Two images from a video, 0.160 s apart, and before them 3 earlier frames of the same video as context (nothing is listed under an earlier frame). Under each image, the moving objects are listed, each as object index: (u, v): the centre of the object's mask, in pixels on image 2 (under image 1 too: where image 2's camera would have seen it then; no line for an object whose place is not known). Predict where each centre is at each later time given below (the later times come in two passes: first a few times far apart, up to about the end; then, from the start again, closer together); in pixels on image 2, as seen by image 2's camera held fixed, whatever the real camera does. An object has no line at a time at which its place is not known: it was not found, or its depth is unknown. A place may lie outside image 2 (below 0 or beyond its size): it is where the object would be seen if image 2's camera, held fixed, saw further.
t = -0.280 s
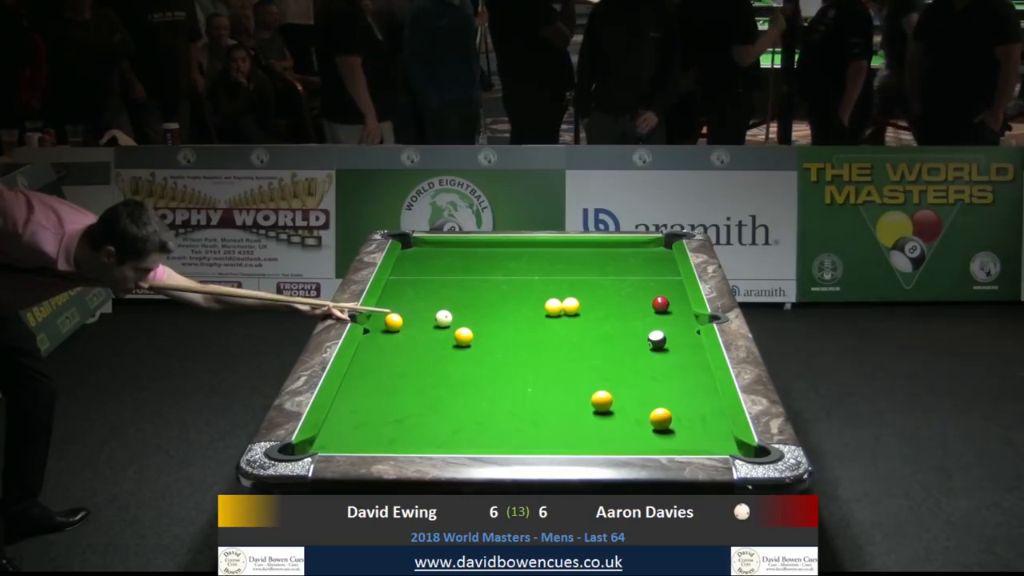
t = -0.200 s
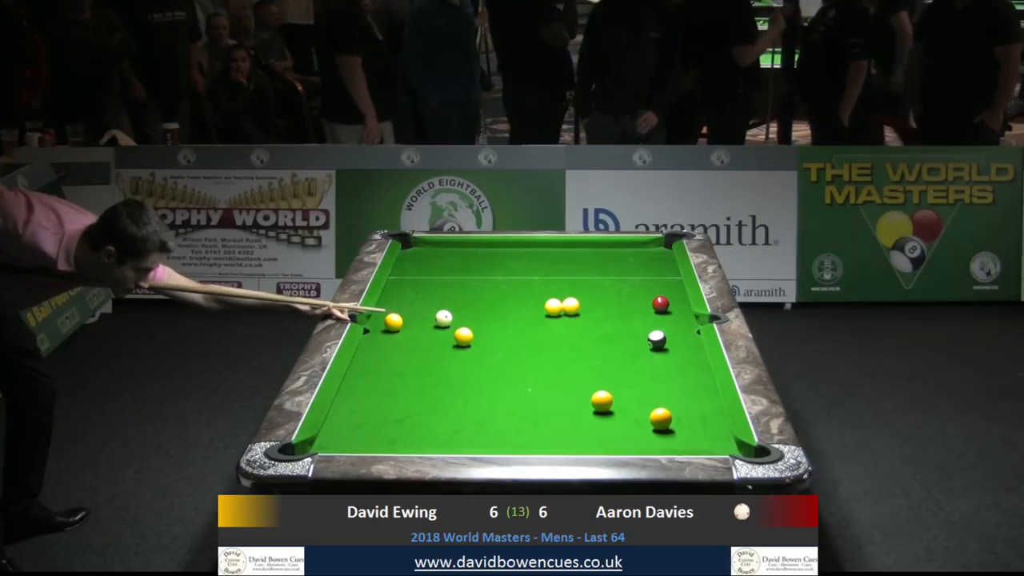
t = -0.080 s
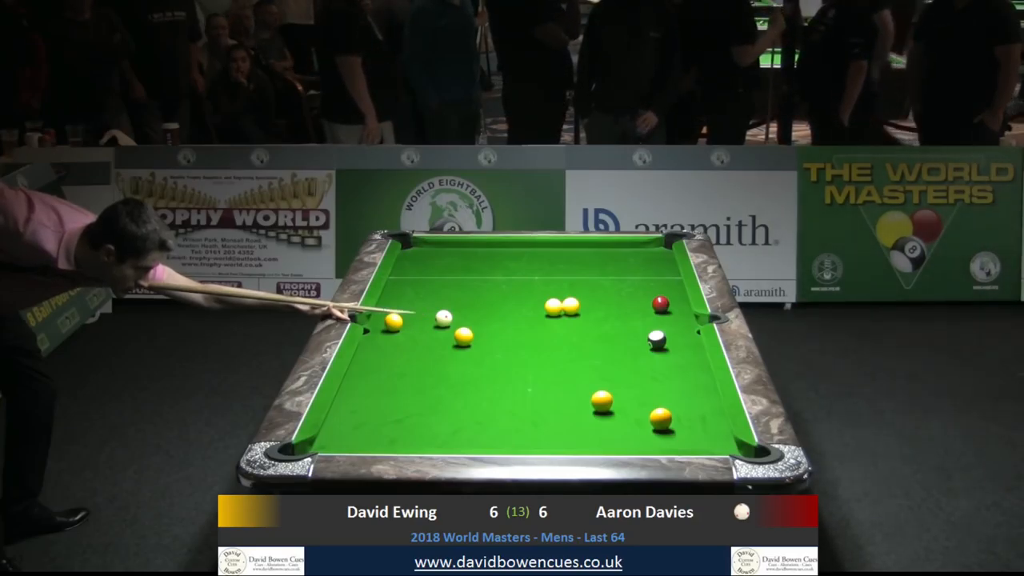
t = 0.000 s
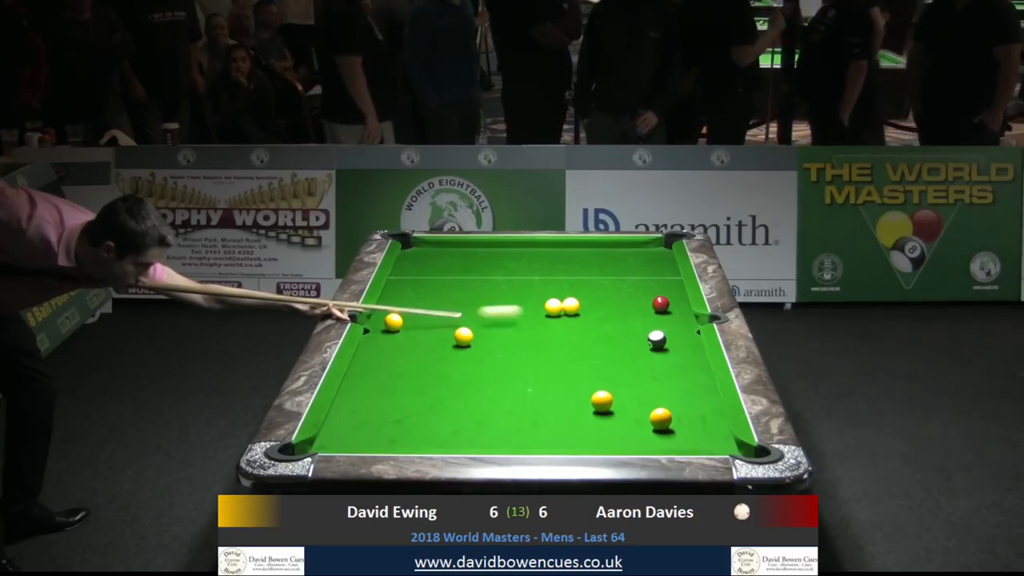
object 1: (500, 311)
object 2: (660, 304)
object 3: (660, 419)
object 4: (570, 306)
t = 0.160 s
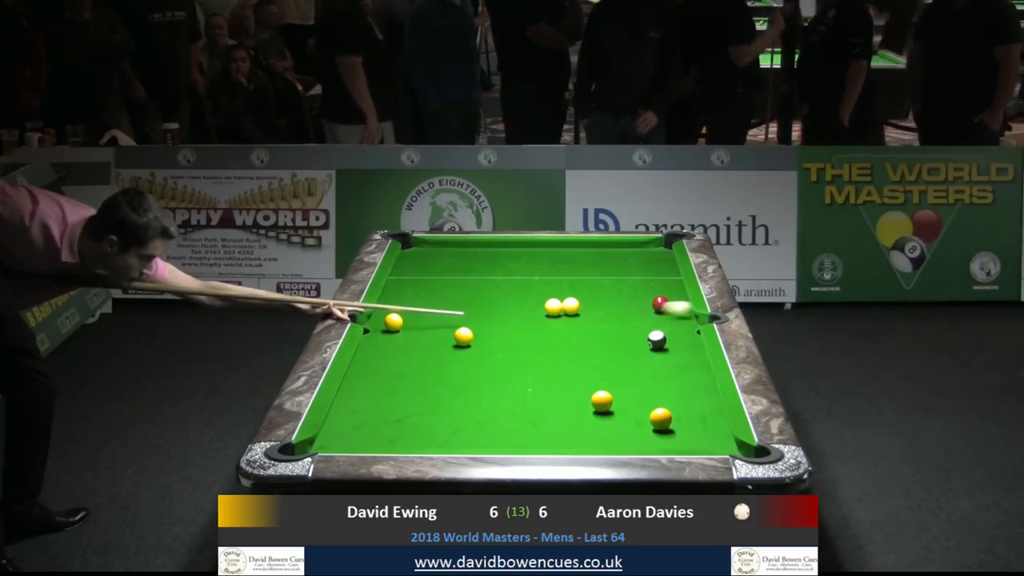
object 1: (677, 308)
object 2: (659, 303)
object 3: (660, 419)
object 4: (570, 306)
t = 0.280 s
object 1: (637, 317)
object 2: (630, 295)
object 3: (660, 419)
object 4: (570, 306)
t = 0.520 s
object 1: (556, 335)
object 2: (576, 279)
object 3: (660, 419)
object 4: (570, 306)
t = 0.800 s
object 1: (461, 355)
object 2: (521, 262)
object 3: (660, 419)
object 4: (570, 306)
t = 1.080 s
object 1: (361, 375)
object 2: (471, 247)
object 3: (660, 419)
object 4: (570, 306)
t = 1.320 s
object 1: (398, 393)
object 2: (436, 249)
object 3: (660, 418)
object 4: (570, 306)
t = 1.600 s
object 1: (457, 414)
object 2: (409, 257)
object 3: (660, 418)
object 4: (570, 306)
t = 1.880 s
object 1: (519, 436)
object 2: (430, 266)
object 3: (660, 418)
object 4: (570, 306)
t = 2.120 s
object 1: (572, 443)
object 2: (448, 273)
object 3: (660, 418)
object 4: (570, 306)
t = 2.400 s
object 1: (623, 435)
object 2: (468, 281)
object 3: (660, 418)
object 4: (570, 306)
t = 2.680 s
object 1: (662, 427)
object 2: (488, 288)
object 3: (667, 412)
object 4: (570, 306)
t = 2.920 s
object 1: (683, 428)
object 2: (504, 295)
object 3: (677, 408)
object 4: (570, 306)
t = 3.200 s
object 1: (705, 428)
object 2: (523, 301)
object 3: (688, 401)
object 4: (570, 306)
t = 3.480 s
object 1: (717, 429)
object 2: (535, 308)
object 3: (697, 395)
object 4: (574, 306)
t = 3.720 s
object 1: (709, 429)
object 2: (536, 311)
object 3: (704, 391)
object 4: (584, 305)
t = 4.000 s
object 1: (702, 429)
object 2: (536, 316)
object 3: (704, 388)
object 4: (593, 305)
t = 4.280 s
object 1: (698, 429)
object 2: (536, 319)
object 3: (701, 387)
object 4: (599, 305)
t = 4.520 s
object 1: (698, 429)
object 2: (536, 321)
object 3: (700, 386)
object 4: (601, 304)
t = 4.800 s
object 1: (698, 429)
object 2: (536, 323)
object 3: (700, 386)
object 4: (602, 304)
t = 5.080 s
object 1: (698, 429)
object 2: (536, 324)
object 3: (700, 386)
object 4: (602, 304)
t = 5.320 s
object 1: (698, 429)
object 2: (536, 324)
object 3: (700, 386)
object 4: (602, 304)
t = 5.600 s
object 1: (698, 429)
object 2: (536, 324)
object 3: (700, 386)
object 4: (602, 304)
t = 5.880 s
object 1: (698, 430)
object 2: (536, 324)
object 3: (700, 386)
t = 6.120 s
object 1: (698, 430)
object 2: (536, 324)
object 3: (700, 386)
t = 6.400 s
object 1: (698, 429)
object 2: (536, 324)
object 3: (700, 386)
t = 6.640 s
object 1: (698, 429)
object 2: (536, 325)
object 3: (700, 386)
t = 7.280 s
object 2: (536, 325)
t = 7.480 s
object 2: (536, 325)
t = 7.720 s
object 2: (536, 325)
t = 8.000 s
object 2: (536, 325)
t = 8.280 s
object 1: (690, 426)
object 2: (536, 325)
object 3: (697, 385)
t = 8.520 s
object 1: (697, 429)
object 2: (536, 325)
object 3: (700, 386)
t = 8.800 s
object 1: (698, 429)
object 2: (536, 325)
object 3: (700, 386)
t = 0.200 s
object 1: (666, 307)
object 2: (652, 300)
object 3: (660, 419)
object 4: (570, 306)
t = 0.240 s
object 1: (651, 311)
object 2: (641, 298)
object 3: (660, 419)
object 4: (570, 306)
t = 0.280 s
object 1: (637, 317)
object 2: (630, 295)
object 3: (660, 419)
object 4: (570, 306)
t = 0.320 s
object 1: (623, 320)
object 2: (620, 292)
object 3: (660, 419)
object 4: (570, 306)
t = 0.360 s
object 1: (609, 324)
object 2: (611, 289)
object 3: (660, 419)
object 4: (570, 306)
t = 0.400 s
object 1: (596, 327)
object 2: (602, 286)
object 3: (660, 418)
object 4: (570, 306)
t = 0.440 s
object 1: (583, 330)
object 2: (593, 284)
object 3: (660, 419)
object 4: (570, 306)
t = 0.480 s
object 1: (569, 333)
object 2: (584, 281)
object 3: (660, 419)
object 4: (570, 306)
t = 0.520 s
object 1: (556, 335)
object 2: (576, 279)
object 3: (660, 419)
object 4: (570, 306)
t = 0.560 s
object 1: (543, 338)
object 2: (567, 276)
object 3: (660, 418)
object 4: (570, 306)
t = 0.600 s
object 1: (530, 341)
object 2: (559, 274)
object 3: (660, 419)
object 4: (570, 306)
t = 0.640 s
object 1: (516, 344)
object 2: (551, 271)
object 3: (660, 419)
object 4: (570, 306)
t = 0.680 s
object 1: (502, 347)
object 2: (543, 269)
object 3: (660, 419)
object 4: (570, 306)
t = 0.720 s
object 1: (489, 350)
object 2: (535, 267)
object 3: (660, 419)
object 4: (570, 306)
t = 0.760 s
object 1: (475, 352)
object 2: (528, 264)
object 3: (660, 418)
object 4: (570, 306)
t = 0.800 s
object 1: (461, 355)
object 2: (521, 262)
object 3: (660, 419)
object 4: (570, 306)
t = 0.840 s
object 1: (447, 358)
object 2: (513, 260)
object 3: (660, 419)
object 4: (570, 306)
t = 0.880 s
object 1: (433, 361)
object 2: (506, 258)
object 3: (660, 418)
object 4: (570, 306)
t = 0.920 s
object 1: (419, 363)
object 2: (499, 256)
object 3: (660, 419)
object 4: (570, 306)
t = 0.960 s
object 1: (404, 366)
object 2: (492, 254)
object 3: (660, 418)
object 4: (570, 306)
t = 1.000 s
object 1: (390, 369)
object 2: (485, 251)
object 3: (660, 419)
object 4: (570, 306)
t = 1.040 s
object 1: (376, 373)
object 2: (478, 250)
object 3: (660, 418)
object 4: (570, 306)
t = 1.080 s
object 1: (361, 375)
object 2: (471, 247)
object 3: (660, 419)
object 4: (570, 306)
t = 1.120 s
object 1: (356, 378)
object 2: (465, 246)
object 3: (660, 419)
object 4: (570, 306)
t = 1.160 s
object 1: (365, 381)
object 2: (459, 244)
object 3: (660, 419)
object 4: (570, 306)
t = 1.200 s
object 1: (374, 384)
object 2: (453, 245)
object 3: (660, 418)
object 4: (570, 306)
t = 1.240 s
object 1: (382, 387)
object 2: (447, 246)
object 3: (660, 419)
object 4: (570, 306)
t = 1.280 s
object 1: (390, 390)
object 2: (442, 247)
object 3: (660, 418)
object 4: (570, 306)
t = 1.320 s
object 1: (398, 393)
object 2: (436, 249)
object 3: (660, 418)
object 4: (570, 306)
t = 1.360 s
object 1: (406, 396)
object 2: (430, 250)
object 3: (660, 419)
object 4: (570, 306)
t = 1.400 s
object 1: (414, 399)
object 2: (424, 252)
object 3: (660, 419)
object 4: (570, 306)
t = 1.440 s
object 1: (423, 401)
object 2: (419, 253)
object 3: (660, 418)
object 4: (570, 306)
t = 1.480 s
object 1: (431, 405)
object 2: (413, 254)
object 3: (660, 418)
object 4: (570, 306)
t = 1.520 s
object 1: (440, 407)
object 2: (407, 255)
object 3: (660, 419)
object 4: (570, 306)
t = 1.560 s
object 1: (448, 411)
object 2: (406, 256)
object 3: (660, 419)
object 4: (570, 306)
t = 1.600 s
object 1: (457, 414)
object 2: (409, 257)
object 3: (660, 418)
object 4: (570, 306)
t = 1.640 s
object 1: (466, 417)
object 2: (412, 259)
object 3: (660, 418)
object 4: (570, 306)
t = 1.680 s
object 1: (474, 420)
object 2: (415, 260)
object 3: (660, 418)
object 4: (570, 306)
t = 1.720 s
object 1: (483, 423)
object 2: (418, 261)
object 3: (660, 418)
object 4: (570, 306)
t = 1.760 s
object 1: (492, 426)
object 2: (421, 262)
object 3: (660, 419)
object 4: (570, 306)
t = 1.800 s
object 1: (501, 429)
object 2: (424, 263)
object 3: (660, 419)
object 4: (570, 306)
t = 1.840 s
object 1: (510, 432)
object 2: (427, 265)
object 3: (660, 419)
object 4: (570, 306)
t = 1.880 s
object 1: (519, 436)
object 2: (430, 266)
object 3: (660, 418)
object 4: (570, 306)
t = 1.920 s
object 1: (528, 437)
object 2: (433, 267)
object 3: (660, 418)
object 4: (570, 306)
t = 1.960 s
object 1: (537, 439)
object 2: (436, 268)
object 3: (660, 418)
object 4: (570, 306)
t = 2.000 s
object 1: (546, 441)
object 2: (439, 269)
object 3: (660, 419)
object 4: (570, 306)
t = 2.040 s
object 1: (554, 443)
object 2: (442, 271)
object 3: (660, 419)
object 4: (570, 306)
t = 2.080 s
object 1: (564, 444)
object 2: (445, 272)
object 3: (660, 418)
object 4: (570, 306)
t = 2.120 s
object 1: (572, 443)
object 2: (448, 273)
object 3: (660, 418)
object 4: (570, 306)
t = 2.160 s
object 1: (579, 442)
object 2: (451, 274)
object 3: (660, 418)
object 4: (570, 306)
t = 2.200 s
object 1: (587, 441)
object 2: (453, 275)
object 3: (660, 418)
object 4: (570, 306)
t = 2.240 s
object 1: (594, 440)
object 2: (456, 276)
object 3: (660, 419)
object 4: (570, 306)
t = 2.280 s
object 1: (602, 439)
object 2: (459, 277)
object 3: (660, 419)
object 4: (570, 306)
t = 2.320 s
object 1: (609, 437)
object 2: (462, 279)
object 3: (660, 419)
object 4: (570, 306)
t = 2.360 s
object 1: (616, 436)
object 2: (465, 280)
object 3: (660, 418)
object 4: (570, 306)
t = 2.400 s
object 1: (623, 435)
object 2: (468, 281)
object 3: (660, 418)
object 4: (570, 306)
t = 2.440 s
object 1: (630, 432)
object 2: (471, 282)
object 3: (660, 418)
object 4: (570, 306)
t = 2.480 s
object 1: (637, 430)
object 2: (473, 283)
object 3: (660, 418)
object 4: (570, 306)
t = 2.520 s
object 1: (644, 429)
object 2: (477, 284)
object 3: (661, 418)
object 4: (570, 306)
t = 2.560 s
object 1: (650, 427)
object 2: (479, 285)
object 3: (662, 417)
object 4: (570, 306)
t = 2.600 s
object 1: (655, 427)
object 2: (482, 286)
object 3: (664, 415)
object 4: (570, 306)
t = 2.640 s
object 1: (658, 428)
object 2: (485, 287)
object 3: (665, 413)
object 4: (570, 306)
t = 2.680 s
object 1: (662, 427)
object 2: (488, 288)
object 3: (667, 412)
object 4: (570, 306)
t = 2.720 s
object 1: (666, 428)
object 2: (490, 289)
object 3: (669, 411)
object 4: (570, 306)
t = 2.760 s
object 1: (670, 428)
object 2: (493, 290)
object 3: (670, 410)
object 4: (570, 306)
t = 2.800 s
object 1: (673, 428)
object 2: (496, 291)
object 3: (672, 409)
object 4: (571, 306)
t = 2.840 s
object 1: (677, 428)
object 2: (499, 292)
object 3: (673, 409)
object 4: (570, 306)
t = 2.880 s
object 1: (680, 428)
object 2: (501, 294)
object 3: (675, 408)
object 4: (570, 306)
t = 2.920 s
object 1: (683, 428)
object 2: (504, 295)
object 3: (677, 408)
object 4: (570, 306)
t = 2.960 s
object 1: (687, 428)
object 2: (507, 295)
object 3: (678, 406)
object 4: (571, 306)
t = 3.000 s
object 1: (690, 429)
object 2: (509, 297)
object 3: (680, 405)
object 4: (570, 306)
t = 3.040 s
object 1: (693, 428)
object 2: (512, 298)
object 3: (682, 404)
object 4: (570, 306)
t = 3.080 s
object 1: (696, 429)
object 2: (515, 299)
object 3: (683, 404)
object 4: (570, 306)
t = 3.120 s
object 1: (699, 429)
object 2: (518, 300)
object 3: (685, 403)
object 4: (570, 306)
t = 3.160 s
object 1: (703, 429)
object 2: (520, 300)
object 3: (686, 402)
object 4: (570, 306)
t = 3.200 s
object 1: (705, 428)
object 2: (523, 301)
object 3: (688, 401)
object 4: (570, 306)
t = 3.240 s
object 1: (708, 429)
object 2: (525, 302)
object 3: (689, 400)
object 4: (570, 306)
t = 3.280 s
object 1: (711, 429)
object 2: (528, 303)
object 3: (690, 399)
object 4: (570, 306)
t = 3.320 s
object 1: (714, 429)
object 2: (530, 305)
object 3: (692, 398)
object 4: (570, 306)
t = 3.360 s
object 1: (717, 429)
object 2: (533, 305)
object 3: (693, 397)
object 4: (570, 306)
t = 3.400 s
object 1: (719, 429)
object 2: (535, 306)
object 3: (694, 396)
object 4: (570, 306)
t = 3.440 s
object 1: (718, 429)
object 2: (536, 307)
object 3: (696, 396)
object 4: (572, 306)
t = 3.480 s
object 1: (717, 429)
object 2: (535, 308)
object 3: (697, 395)
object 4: (574, 306)
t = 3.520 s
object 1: (715, 429)
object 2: (536, 308)
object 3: (698, 394)
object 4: (576, 306)
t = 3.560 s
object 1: (714, 429)
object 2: (536, 309)
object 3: (699, 394)
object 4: (577, 306)
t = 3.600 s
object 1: (712, 429)
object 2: (536, 310)
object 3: (700, 393)
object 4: (579, 305)
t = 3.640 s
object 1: (711, 429)
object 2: (536, 310)
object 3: (701, 392)
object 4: (581, 305)
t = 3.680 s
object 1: (710, 429)
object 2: (536, 311)
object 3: (702, 392)
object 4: (582, 305)
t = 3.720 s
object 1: (709, 429)
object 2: (536, 311)
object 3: (704, 391)
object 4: (584, 305)
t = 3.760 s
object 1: (707, 429)
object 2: (536, 312)
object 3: (704, 390)
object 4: (585, 305)
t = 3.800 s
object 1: (706, 429)
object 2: (536, 313)
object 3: (706, 390)
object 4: (587, 305)
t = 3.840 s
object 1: (705, 429)
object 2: (536, 313)
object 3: (707, 389)
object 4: (588, 305)
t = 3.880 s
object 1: (704, 429)
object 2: (536, 314)
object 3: (706, 389)
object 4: (589, 305)
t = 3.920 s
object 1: (704, 429)
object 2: (536, 314)
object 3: (706, 389)
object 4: (591, 305)
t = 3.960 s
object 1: (703, 429)
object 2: (536, 315)
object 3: (705, 388)
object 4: (592, 305)
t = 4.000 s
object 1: (702, 429)
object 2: (536, 316)
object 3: (704, 388)
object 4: (593, 305)
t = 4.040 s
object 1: (701, 429)
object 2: (536, 316)
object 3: (704, 388)
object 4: (594, 305)
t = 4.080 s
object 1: (700, 429)
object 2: (536, 316)
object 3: (703, 387)
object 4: (595, 305)
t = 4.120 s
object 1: (700, 429)
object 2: (536, 317)
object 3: (702, 387)
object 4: (596, 305)
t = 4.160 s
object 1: (699, 429)
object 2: (535, 317)
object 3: (702, 387)
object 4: (597, 305)
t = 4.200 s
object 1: (699, 429)
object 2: (536, 318)
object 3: (702, 387)
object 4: (598, 305)
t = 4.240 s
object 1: (699, 429)
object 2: (536, 318)
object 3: (701, 387)
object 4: (599, 305)
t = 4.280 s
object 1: (698, 429)
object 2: (536, 319)
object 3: (701, 387)
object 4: (599, 305)
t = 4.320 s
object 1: (698, 429)
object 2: (535, 319)
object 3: (701, 386)
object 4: (600, 305)
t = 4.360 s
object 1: (698, 429)
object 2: (536, 320)
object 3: (701, 386)
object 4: (600, 305)
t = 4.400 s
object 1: (698, 429)
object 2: (536, 320)
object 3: (700, 386)
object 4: (600, 305)
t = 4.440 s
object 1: (698, 429)
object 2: (536, 320)
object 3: (700, 386)
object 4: (600, 305)
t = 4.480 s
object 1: (698, 429)
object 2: (536, 321)
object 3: (700, 386)
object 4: (600, 304)
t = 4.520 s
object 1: (698, 429)
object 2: (536, 321)
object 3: (700, 386)
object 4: (601, 304)
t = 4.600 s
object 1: (698, 429)
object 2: (536, 322)
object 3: (700, 386)
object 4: (601, 304)
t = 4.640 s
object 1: (698, 429)
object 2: (536, 322)
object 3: (700, 386)
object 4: (601, 304)
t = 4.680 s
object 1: (698, 429)
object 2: (536, 322)
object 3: (700, 386)
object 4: (601, 304)
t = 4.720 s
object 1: (698, 429)
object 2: (536, 322)
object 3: (700, 386)
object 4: (601, 304)
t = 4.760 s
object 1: (698, 429)
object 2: (536, 323)
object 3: (700, 386)
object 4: (602, 304)
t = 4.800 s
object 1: (698, 429)
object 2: (536, 323)
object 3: (700, 386)
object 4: (602, 304)
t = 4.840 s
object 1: (698, 429)
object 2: (536, 323)
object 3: (700, 386)
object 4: (602, 304)
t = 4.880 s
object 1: (698, 429)
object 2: (536, 323)
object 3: (700, 386)
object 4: (602, 304)
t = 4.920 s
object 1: (698, 429)
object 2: (536, 323)
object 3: (700, 386)
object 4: (602, 304)
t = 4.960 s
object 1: (698, 429)
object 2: (536, 323)
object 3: (700, 386)
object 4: (602, 304)
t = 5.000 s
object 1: (698, 429)
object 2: (537, 324)
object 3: (700, 386)
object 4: (602, 304)
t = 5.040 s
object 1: (698, 429)
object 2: (536, 324)
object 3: (700, 386)
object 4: (602, 304)
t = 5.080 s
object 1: (698, 429)
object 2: (536, 324)
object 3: (700, 386)
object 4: (602, 304)
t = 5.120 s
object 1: (698, 429)
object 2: (536, 324)
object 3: (700, 386)
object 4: (602, 304)
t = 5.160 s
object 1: (698, 429)
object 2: (536, 324)
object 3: (700, 386)
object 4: (602, 304)
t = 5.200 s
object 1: (698, 429)
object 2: (536, 324)
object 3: (700, 386)
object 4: (602, 304)
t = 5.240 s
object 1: (698, 429)
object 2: (536, 324)
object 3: (700, 386)
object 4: (602, 304)
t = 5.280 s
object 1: (698, 429)
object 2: (536, 324)
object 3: (700, 386)
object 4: (602, 304)
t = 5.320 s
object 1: (698, 429)
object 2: (536, 324)
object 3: (700, 386)
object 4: (602, 304)
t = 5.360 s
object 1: (698, 429)
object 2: (536, 324)
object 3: (700, 386)
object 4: (602, 304)
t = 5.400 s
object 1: (698, 429)
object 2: (536, 324)
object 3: (700, 386)
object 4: (602, 304)
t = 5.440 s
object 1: (698, 429)
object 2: (536, 324)
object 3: (700, 386)
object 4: (602, 304)
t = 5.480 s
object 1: (698, 429)
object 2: (536, 324)
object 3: (700, 386)
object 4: (602, 304)
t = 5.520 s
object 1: (698, 429)
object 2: (536, 324)
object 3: (700, 386)
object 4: (602, 304)
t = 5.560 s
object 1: (698, 429)
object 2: (536, 324)
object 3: (700, 386)
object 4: (602, 304)
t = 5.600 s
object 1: (698, 429)
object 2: (536, 324)
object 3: (700, 386)
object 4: (602, 304)
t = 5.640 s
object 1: (698, 429)
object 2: (536, 324)
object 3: (700, 386)
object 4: (602, 304)
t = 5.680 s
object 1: (698, 429)
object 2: (536, 324)
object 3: (700, 386)
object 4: (602, 304)
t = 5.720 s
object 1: (698, 429)
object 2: (536, 324)
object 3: (700, 386)
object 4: (602, 304)
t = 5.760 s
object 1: (698, 429)
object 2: (536, 324)
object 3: (700, 386)
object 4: (602, 304)
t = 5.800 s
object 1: (698, 429)
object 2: (536, 324)
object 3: (700, 386)
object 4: (602, 304)
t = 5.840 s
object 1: (698, 429)
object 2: (536, 324)
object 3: (700, 386)
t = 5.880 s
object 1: (698, 430)
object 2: (536, 324)
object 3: (700, 386)
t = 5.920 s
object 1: (698, 430)
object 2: (536, 324)
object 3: (700, 386)
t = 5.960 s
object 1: (698, 430)
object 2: (536, 324)
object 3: (700, 386)
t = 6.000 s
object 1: (698, 429)
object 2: (536, 324)
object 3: (700, 386)
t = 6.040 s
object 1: (698, 429)
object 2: (536, 324)
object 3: (700, 386)
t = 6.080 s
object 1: (698, 429)
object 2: (536, 324)
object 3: (700, 386)
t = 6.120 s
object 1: (698, 430)
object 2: (536, 324)
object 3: (700, 386)
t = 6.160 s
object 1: (698, 430)
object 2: (536, 324)
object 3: (700, 386)
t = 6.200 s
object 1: (698, 430)
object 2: (536, 324)
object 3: (700, 386)
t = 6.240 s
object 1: (698, 430)
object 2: (536, 324)
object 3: (700, 386)
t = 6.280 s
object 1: (698, 430)
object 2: (536, 324)
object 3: (700, 386)
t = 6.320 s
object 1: (698, 430)
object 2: (536, 324)
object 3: (700, 386)
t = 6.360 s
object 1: (698, 430)
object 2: (536, 324)
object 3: (700, 386)
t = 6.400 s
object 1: (698, 429)
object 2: (536, 324)
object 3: (700, 386)
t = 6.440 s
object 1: (698, 430)
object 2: (536, 324)
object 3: (700, 386)
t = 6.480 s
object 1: (698, 430)
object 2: (536, 324)
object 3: (700, 386)
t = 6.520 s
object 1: (698, 430)
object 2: (536, 324)
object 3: (700, 386)
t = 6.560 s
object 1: (698, 430)
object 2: (536, 325)
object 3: (700, 386)
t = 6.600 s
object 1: (698, 430)
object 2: (536, 325)
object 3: (700, 386)
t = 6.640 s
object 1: (698, 429)
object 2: (536, 325)
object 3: (700, 386)
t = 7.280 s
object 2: (536, 325)
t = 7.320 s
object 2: (536, 325)
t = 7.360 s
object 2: (536, 325)
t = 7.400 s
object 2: (536, 325)
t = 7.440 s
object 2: (536, 325)
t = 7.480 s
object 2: (536, 325)
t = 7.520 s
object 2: (536, 325)
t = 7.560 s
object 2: (536, 325)
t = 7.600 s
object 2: (536, 325)
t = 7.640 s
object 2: (536, 325)
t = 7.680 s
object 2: (536, 325)
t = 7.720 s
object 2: (536, 325)
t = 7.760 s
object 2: (536, 325)
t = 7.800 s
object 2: (536, 325)
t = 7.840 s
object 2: (536, 325)
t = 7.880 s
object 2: (536, 325)
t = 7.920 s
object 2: (536, 325)
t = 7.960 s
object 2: (536, 325)
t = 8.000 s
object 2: (536, 325)
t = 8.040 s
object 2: (536, 325)
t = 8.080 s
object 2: (536, 325)
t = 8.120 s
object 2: (536, 325)
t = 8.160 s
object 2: (536, 325)
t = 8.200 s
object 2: (536, 325)
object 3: (694, 383)
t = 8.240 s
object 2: (536, 325)
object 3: (696, 383)
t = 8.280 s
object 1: (690, 426)
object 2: (536, 325)
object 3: (697, 385)
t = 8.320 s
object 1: (692, 426)
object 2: (536, 325)
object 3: (698, 385)
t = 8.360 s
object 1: (693, 427)
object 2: (536, 325)
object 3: (699, 386)
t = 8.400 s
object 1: (695, 427)
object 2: (536, 325)
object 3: (700, 386)
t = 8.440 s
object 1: (696, 428)
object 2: (536, 325)
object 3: (700, 386)
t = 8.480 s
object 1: (696, 428)
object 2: (536, 325)
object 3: (700, 386)
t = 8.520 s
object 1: (697, 429)
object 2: (536, 325)
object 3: (700, 386)
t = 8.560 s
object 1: (697, 429)
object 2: (536, 325)
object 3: (700, 386)
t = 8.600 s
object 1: (698, 429)
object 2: (536, 325)
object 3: (700, 386)
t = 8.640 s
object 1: (698, 429)
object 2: (536, 325)
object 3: (700, 386)
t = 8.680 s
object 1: (698, 429)
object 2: (536, 325)
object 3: (700, 386)
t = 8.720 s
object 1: (698, 429)
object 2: (536, 325)
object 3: (700, 386)
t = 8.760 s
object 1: (698, 429)
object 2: (536, 325)
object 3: (700, 386)
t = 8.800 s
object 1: (698, 429)
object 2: (536, 325)
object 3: (700, 386)
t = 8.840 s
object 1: (698, 429)
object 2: (536, 325)
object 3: (700, 386)
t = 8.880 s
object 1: (698, 429)
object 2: (536, 325)
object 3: (700, 386)
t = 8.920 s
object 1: (698, 429)
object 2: (536, 325)
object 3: (700, 386)
